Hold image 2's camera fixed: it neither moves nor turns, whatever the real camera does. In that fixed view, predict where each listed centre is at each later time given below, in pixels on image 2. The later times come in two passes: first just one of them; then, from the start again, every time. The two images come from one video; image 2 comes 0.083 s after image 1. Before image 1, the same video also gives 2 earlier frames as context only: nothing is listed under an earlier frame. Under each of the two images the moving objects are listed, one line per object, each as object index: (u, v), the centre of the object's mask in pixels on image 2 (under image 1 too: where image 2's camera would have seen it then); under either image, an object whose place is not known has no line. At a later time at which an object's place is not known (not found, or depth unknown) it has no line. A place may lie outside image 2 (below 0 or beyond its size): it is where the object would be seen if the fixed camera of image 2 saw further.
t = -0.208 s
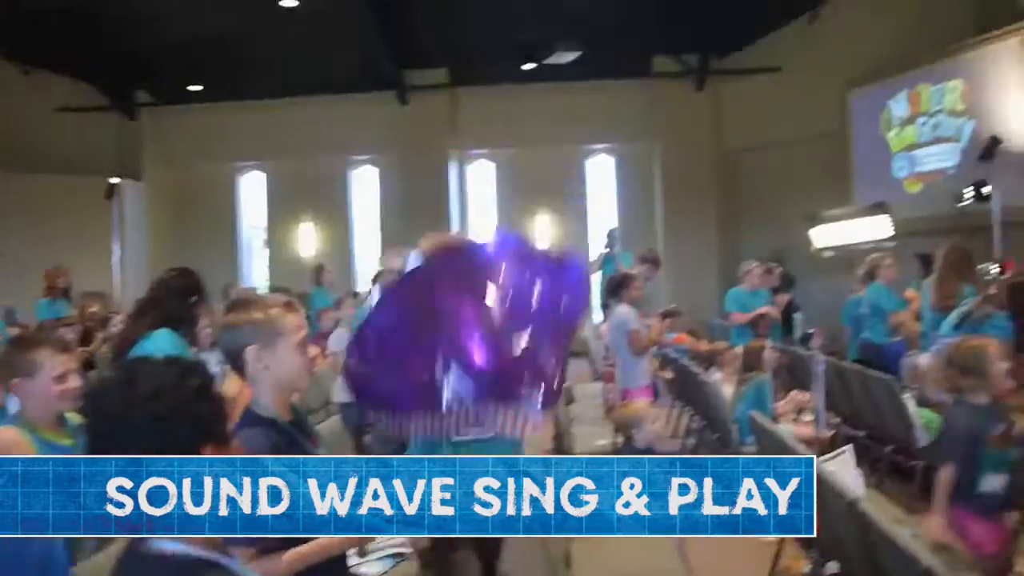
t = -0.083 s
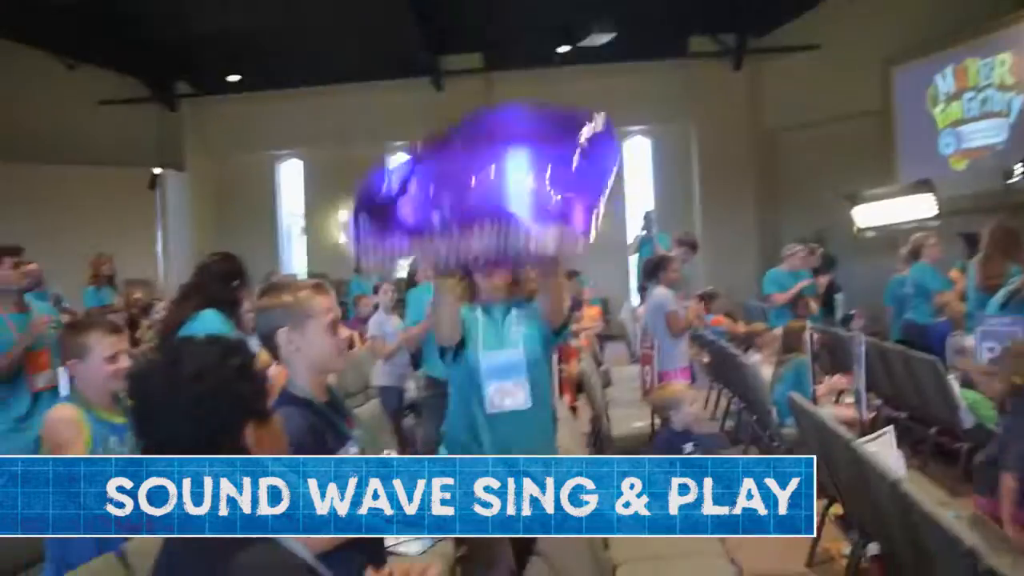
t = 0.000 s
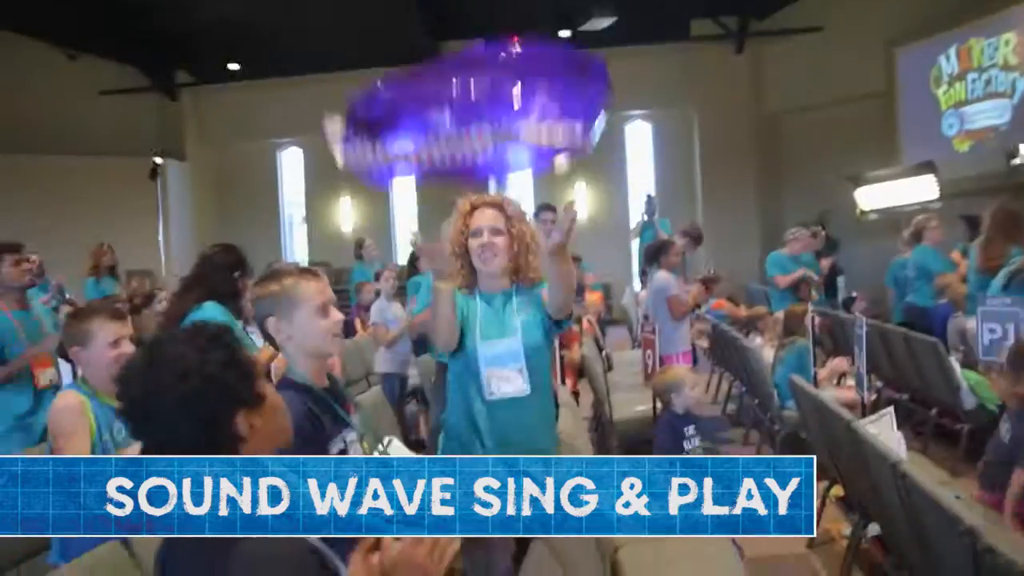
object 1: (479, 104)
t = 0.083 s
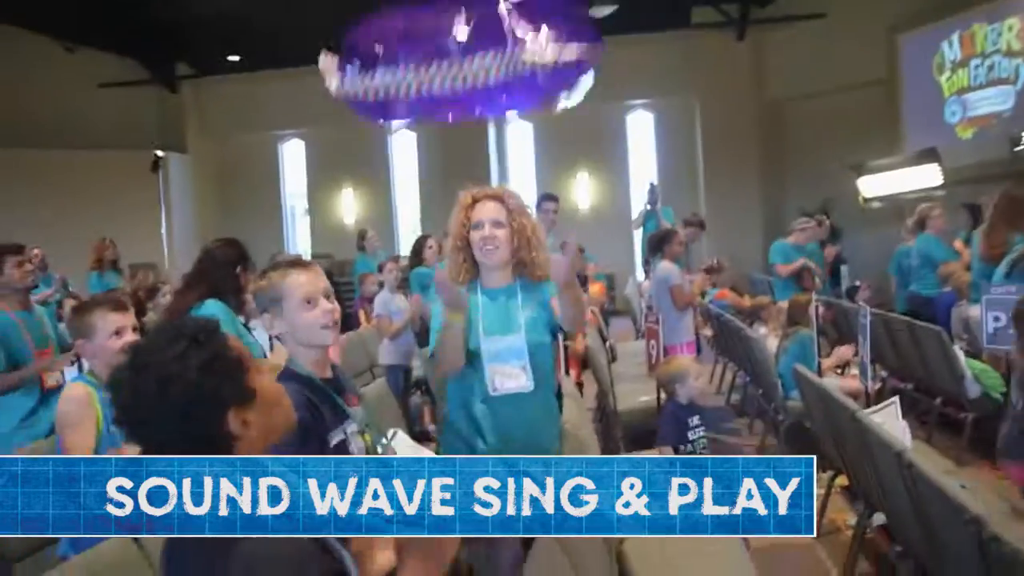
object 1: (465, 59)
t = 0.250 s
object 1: (461, 33)
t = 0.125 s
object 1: (462, 48)
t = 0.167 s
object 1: (463, 41)
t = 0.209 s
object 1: (462, 36)
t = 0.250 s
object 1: (461, 33)
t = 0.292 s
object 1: (460, 29)
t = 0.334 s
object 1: (455, 26)
